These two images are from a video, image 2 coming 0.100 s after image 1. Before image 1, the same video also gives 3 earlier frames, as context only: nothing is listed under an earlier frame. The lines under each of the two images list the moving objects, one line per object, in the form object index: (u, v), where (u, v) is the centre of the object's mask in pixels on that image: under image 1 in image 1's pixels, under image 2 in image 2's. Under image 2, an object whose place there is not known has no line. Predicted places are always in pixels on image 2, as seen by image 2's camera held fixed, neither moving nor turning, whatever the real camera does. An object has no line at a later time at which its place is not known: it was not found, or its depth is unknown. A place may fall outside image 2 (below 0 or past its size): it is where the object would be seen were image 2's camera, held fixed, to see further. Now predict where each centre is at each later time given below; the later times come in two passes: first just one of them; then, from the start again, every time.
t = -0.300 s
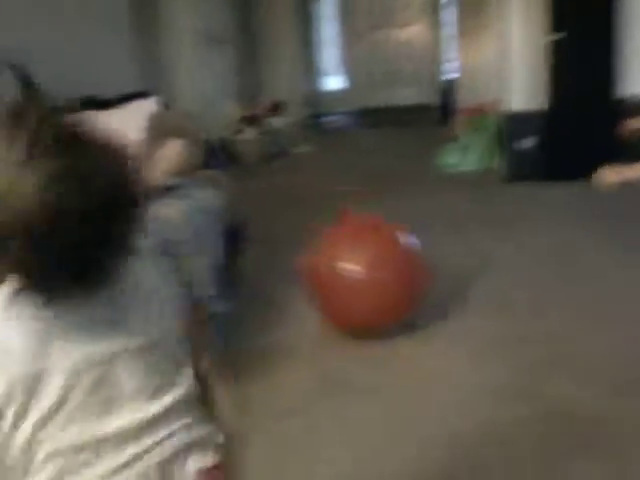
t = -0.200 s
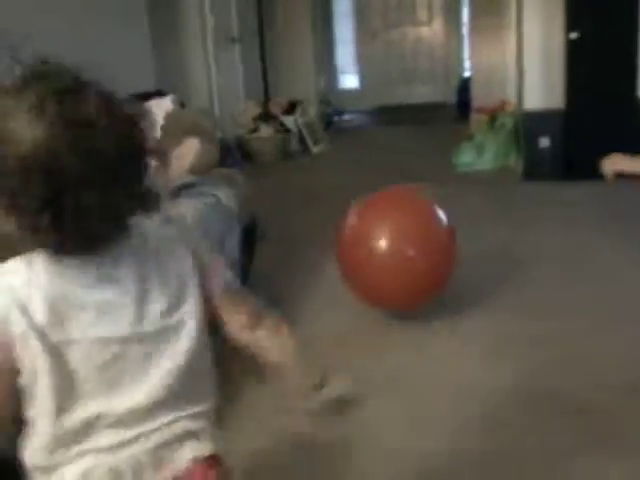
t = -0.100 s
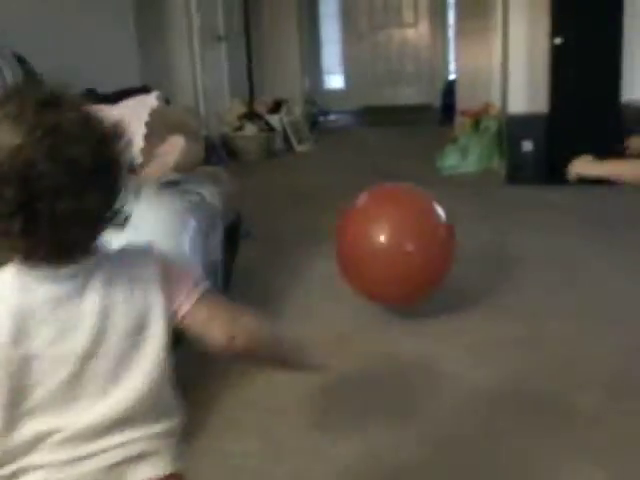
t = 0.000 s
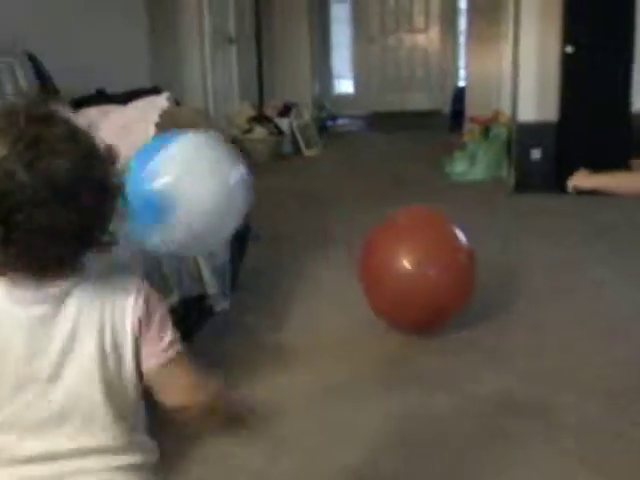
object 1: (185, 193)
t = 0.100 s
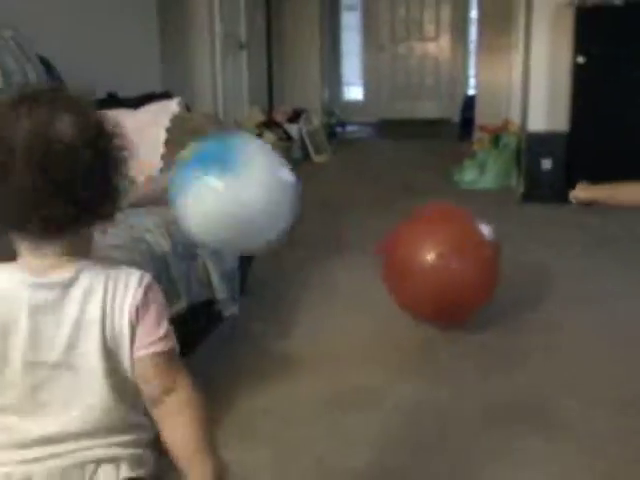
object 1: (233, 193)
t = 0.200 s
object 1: (271, 240)
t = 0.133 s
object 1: (245, 205)
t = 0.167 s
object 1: (258, 221)
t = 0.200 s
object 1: (271, 240)
